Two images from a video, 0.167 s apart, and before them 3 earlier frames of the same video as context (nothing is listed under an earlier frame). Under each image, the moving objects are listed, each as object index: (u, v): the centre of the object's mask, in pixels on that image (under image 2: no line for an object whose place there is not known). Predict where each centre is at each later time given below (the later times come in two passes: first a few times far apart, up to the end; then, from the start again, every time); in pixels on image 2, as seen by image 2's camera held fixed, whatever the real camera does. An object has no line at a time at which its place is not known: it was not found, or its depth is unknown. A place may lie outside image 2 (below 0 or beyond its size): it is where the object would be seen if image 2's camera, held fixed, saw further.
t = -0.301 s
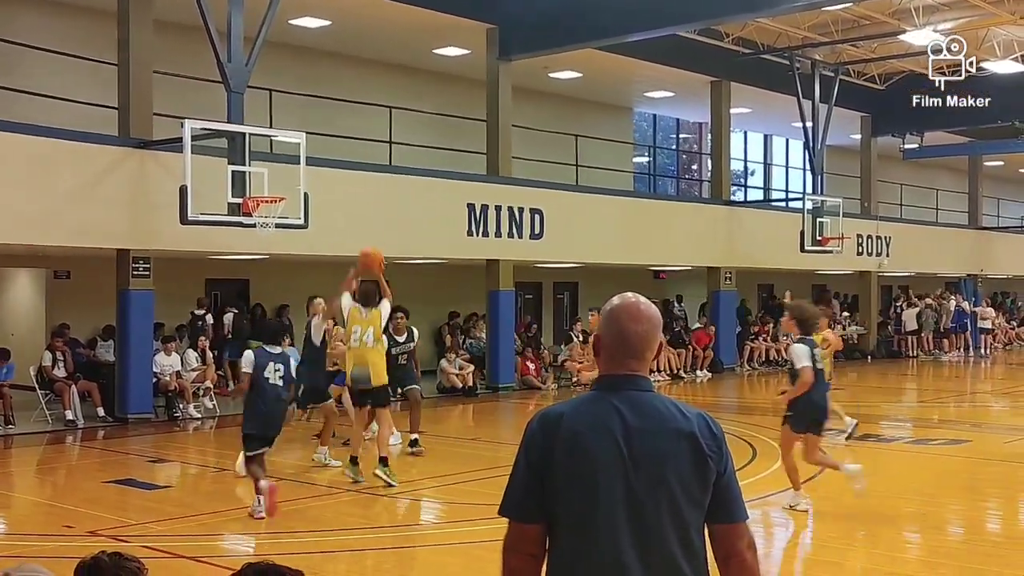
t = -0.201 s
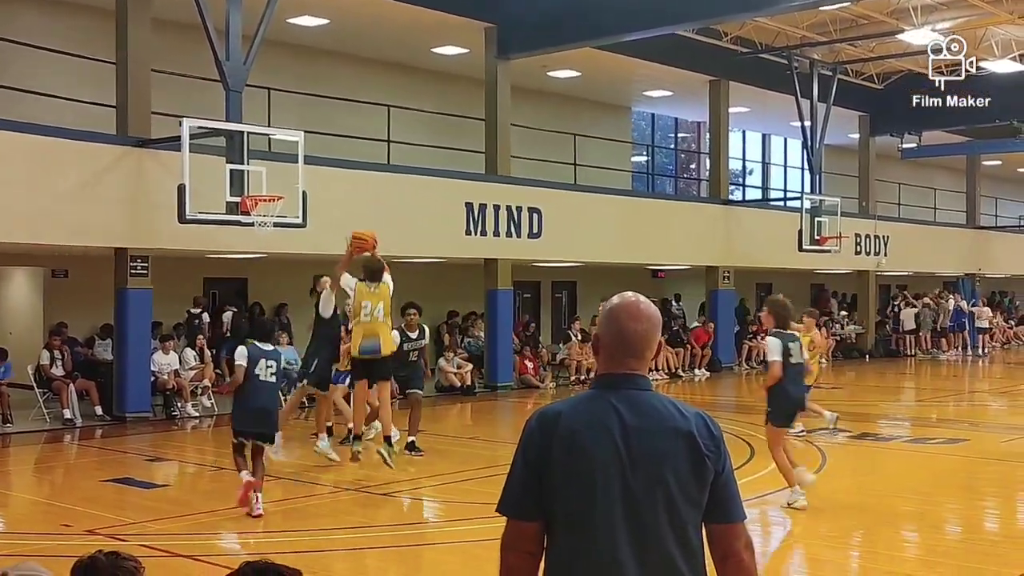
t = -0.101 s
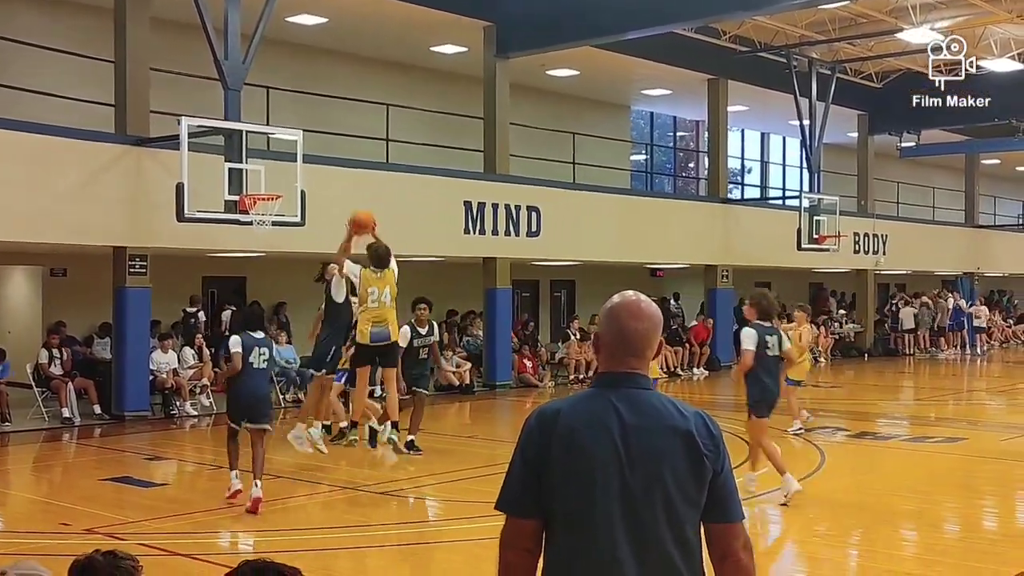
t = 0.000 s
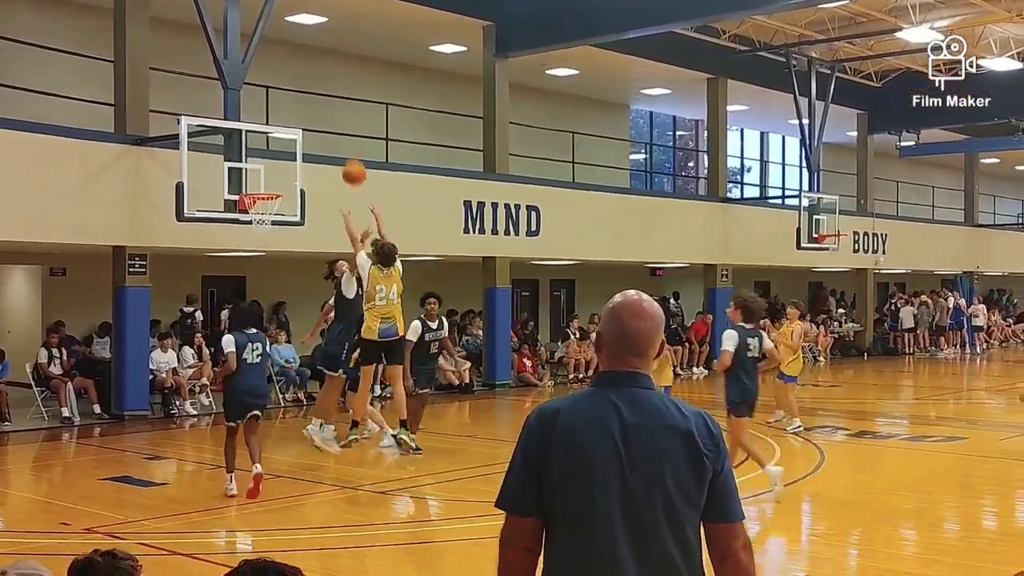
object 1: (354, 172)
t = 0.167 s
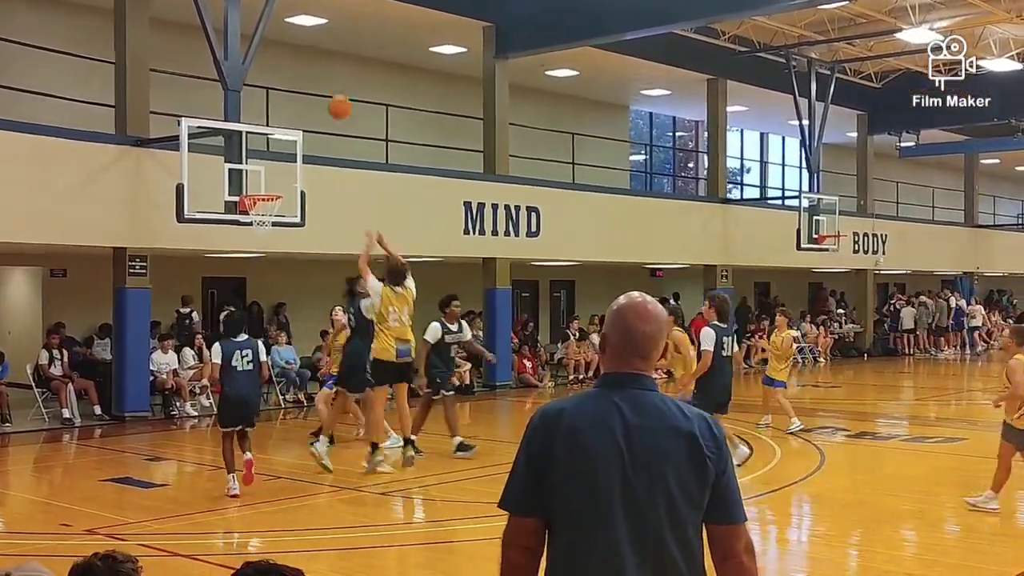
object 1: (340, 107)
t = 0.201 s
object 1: (336, 98)
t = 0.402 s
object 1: (320, 64)
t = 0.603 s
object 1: (306, 68)
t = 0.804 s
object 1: (292, 104)
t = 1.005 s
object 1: (280, 168)
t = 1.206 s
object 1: (291, 240)
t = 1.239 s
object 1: (298, 252)
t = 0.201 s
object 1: (336, 98)
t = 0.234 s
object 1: (334, 89)
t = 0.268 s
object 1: (331, 82)
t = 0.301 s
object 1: (328, 76)
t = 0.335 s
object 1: (325, 72)
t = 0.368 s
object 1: (322, 66)
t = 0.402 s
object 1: (320, 64)
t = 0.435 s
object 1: (317, 62)
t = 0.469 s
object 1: (314, 62)
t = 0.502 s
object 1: (312, 62)
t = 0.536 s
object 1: (310, 63)
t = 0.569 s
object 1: (307, 65)
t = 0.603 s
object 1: (306, 68)
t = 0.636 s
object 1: (304, 72)
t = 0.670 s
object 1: (302, 77)
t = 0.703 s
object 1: (299, 83)
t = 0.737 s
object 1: (297, 89)
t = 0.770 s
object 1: (295, 96)
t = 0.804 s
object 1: (292, 104)
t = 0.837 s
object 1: (291, 113)
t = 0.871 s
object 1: (288, 122)
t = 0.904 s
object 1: (286, 133)
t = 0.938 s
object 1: (284, 145)
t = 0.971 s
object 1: (283, 155)
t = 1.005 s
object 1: (280, 168)
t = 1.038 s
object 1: (279, 181)
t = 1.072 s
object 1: (277, 192)
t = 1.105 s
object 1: (280, 211)
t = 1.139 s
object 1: (279, 219)
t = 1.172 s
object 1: (286, 230)
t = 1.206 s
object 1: (291, 240)
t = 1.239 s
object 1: (298, 252)
